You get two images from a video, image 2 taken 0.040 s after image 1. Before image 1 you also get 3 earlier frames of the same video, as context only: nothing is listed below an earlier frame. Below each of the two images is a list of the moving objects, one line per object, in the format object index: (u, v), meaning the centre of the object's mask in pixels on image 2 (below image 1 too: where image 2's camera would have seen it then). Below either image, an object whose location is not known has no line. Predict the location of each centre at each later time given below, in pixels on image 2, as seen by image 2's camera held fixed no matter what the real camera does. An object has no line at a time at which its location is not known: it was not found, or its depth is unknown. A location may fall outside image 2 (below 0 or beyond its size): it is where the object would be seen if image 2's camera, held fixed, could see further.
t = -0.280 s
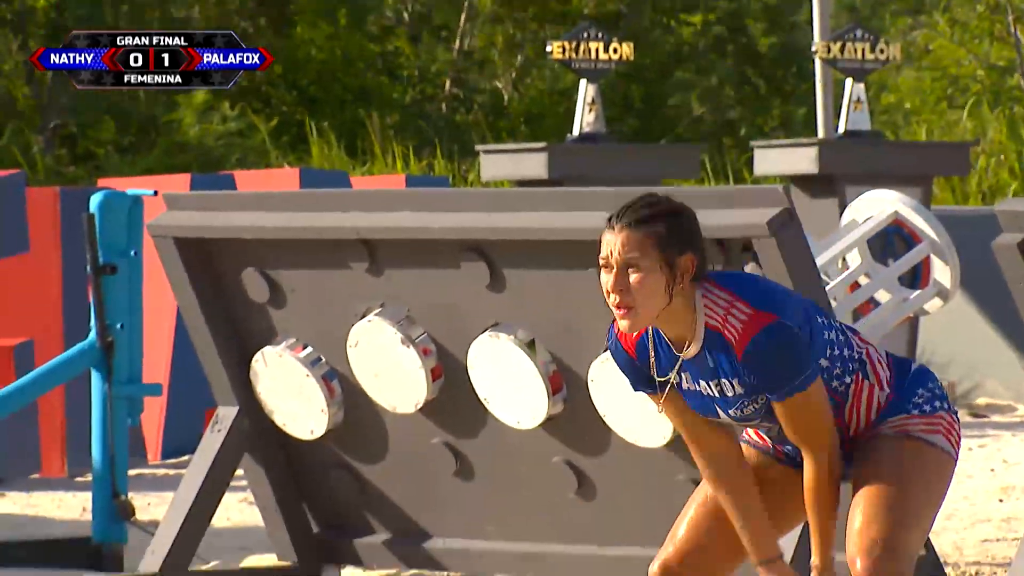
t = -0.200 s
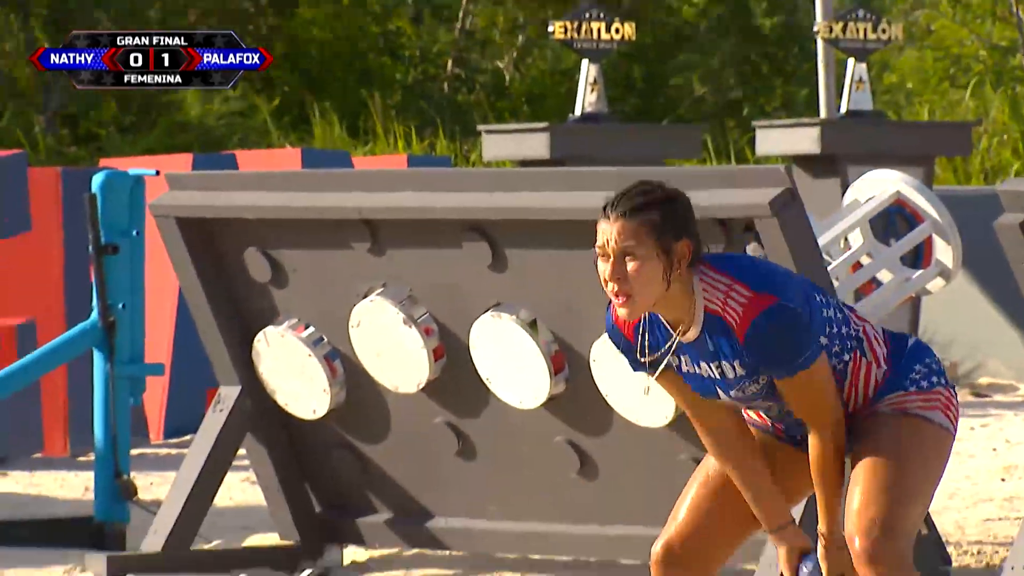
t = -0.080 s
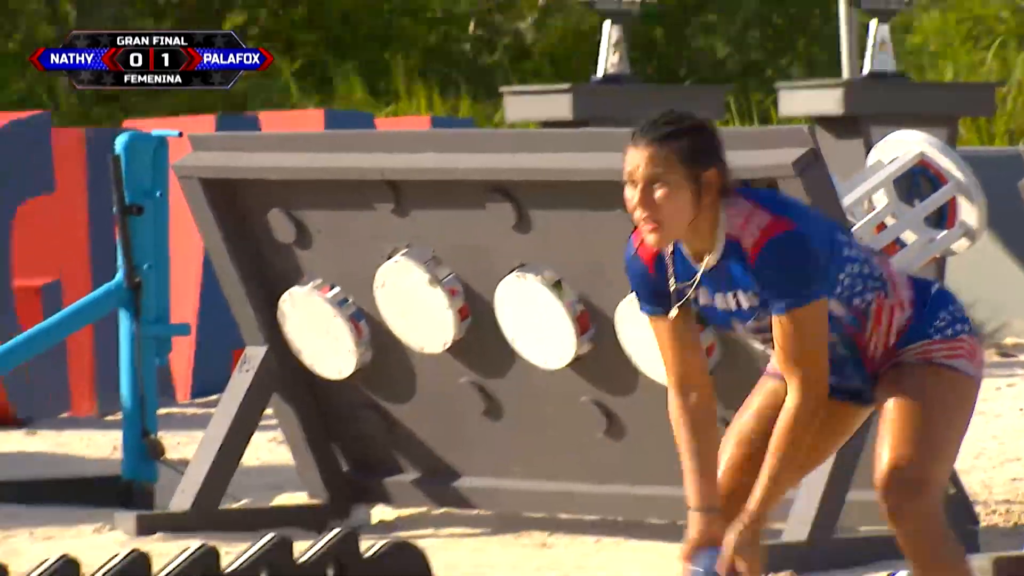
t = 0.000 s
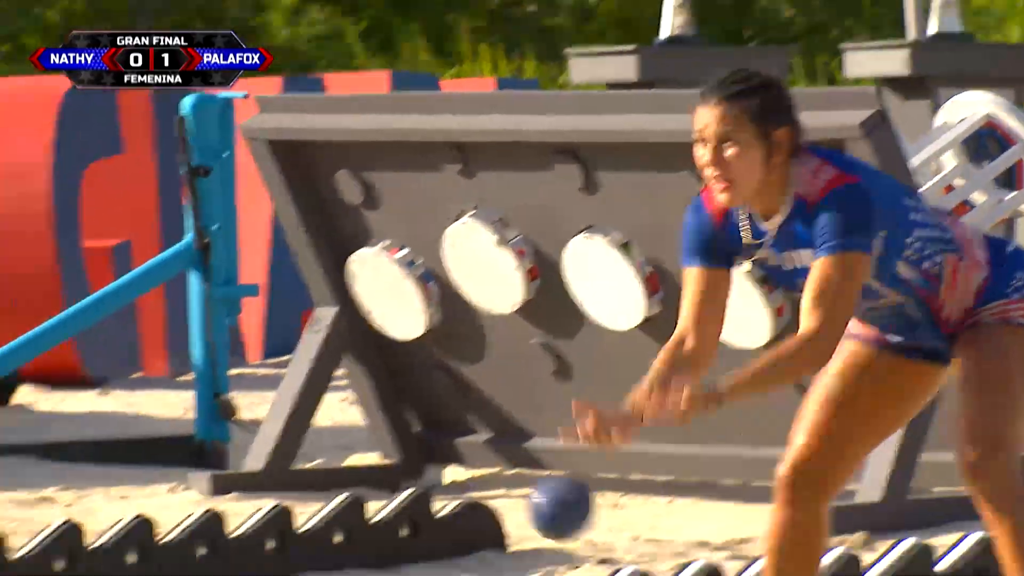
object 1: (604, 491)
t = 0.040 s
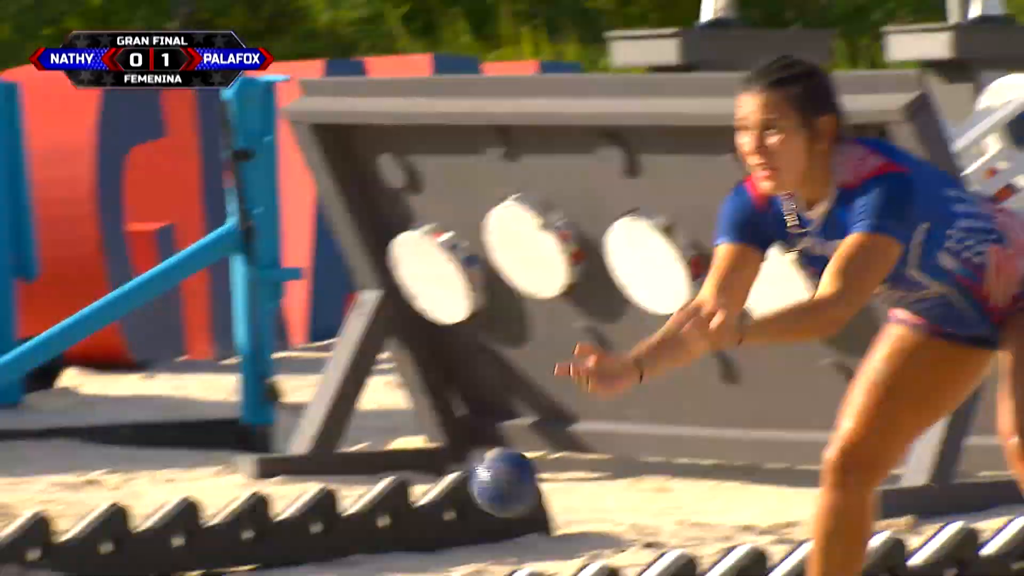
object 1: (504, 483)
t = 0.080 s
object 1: (402, 479)
